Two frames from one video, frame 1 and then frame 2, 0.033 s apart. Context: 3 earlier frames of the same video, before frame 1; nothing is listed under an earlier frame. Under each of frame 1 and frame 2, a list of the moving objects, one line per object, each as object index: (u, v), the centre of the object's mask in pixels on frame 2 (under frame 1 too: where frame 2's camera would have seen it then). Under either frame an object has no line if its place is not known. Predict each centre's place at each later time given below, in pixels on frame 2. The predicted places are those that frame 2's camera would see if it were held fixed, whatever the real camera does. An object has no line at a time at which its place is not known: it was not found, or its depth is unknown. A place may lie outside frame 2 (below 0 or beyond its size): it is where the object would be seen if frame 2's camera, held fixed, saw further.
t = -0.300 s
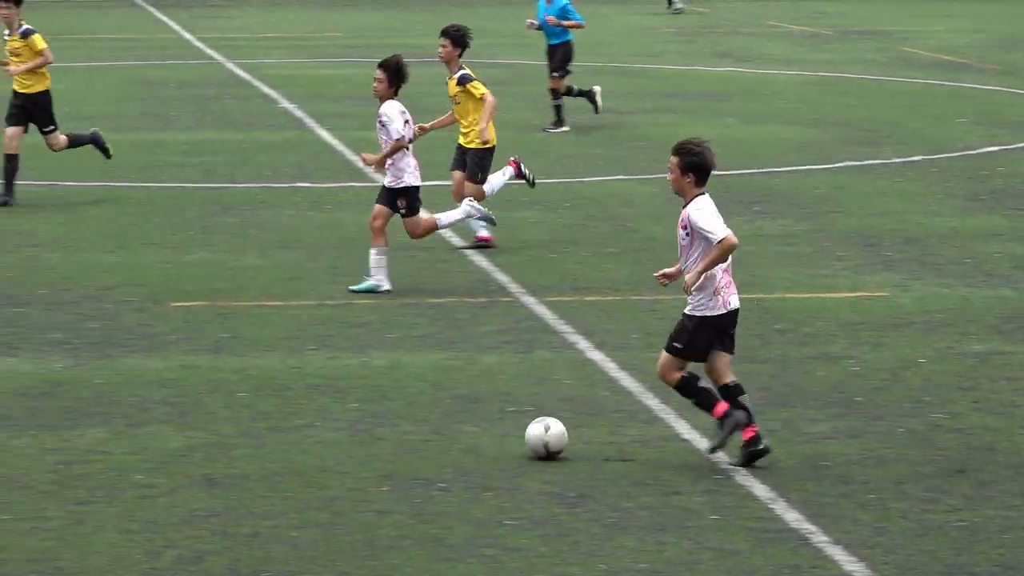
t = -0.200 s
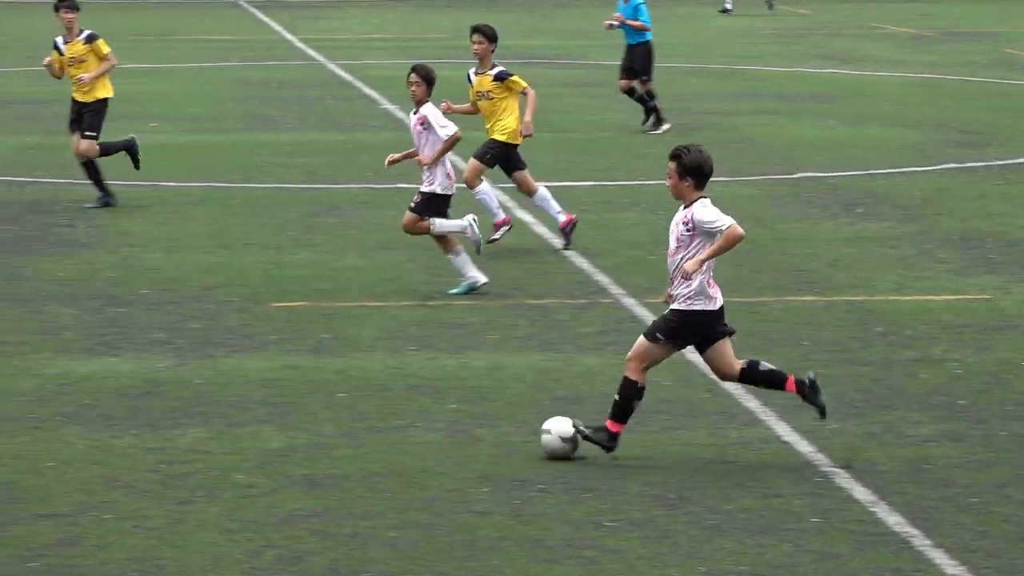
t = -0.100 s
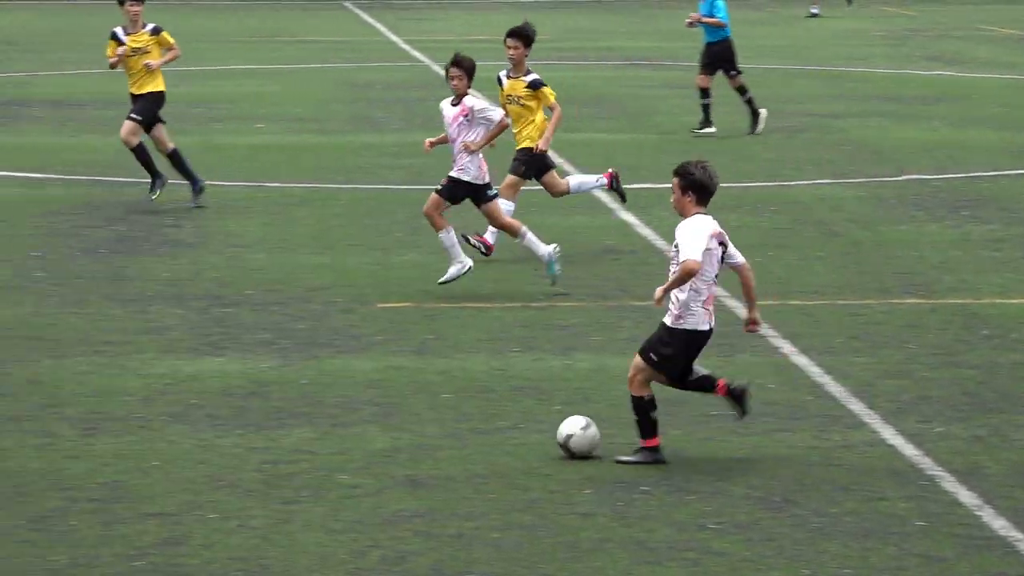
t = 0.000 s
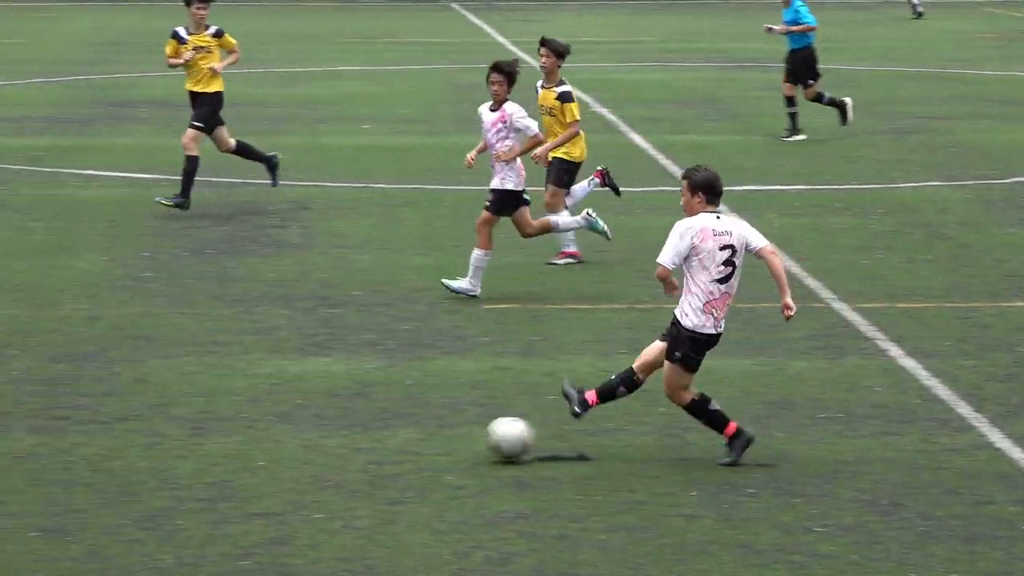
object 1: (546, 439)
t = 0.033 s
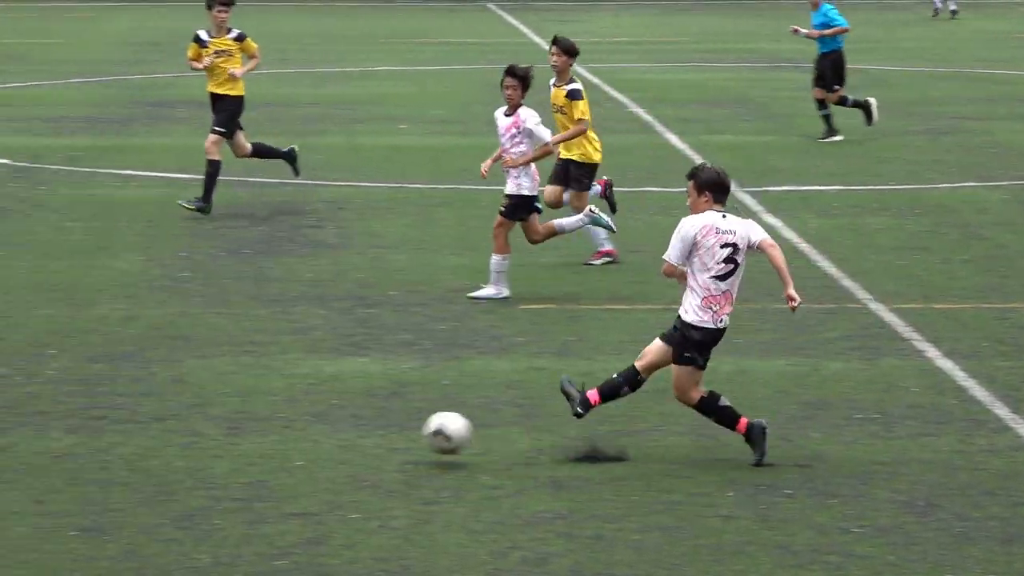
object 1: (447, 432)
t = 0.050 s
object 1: (396, 430)
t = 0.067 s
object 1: (347, 429)
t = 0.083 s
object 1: (296, 428)
